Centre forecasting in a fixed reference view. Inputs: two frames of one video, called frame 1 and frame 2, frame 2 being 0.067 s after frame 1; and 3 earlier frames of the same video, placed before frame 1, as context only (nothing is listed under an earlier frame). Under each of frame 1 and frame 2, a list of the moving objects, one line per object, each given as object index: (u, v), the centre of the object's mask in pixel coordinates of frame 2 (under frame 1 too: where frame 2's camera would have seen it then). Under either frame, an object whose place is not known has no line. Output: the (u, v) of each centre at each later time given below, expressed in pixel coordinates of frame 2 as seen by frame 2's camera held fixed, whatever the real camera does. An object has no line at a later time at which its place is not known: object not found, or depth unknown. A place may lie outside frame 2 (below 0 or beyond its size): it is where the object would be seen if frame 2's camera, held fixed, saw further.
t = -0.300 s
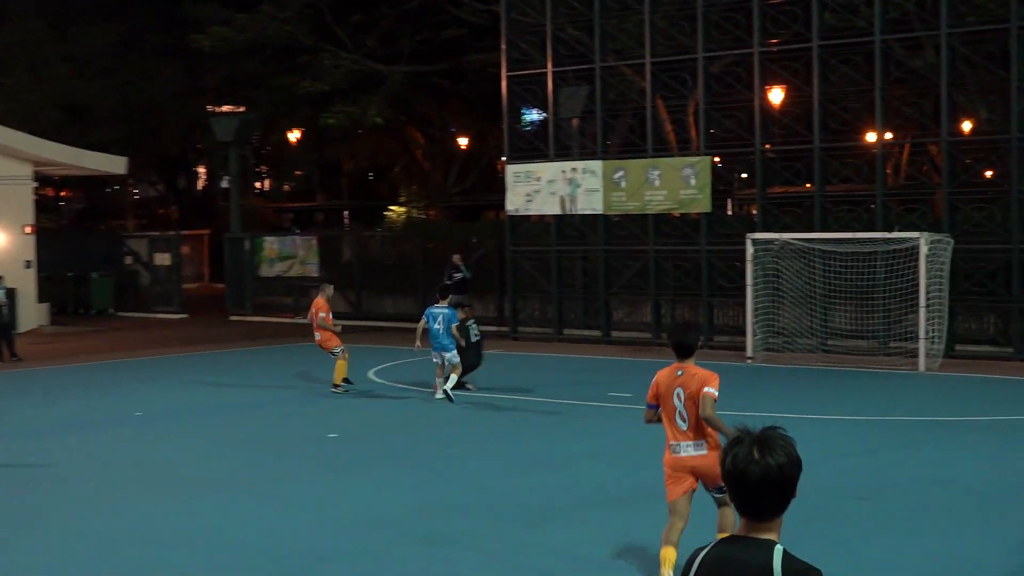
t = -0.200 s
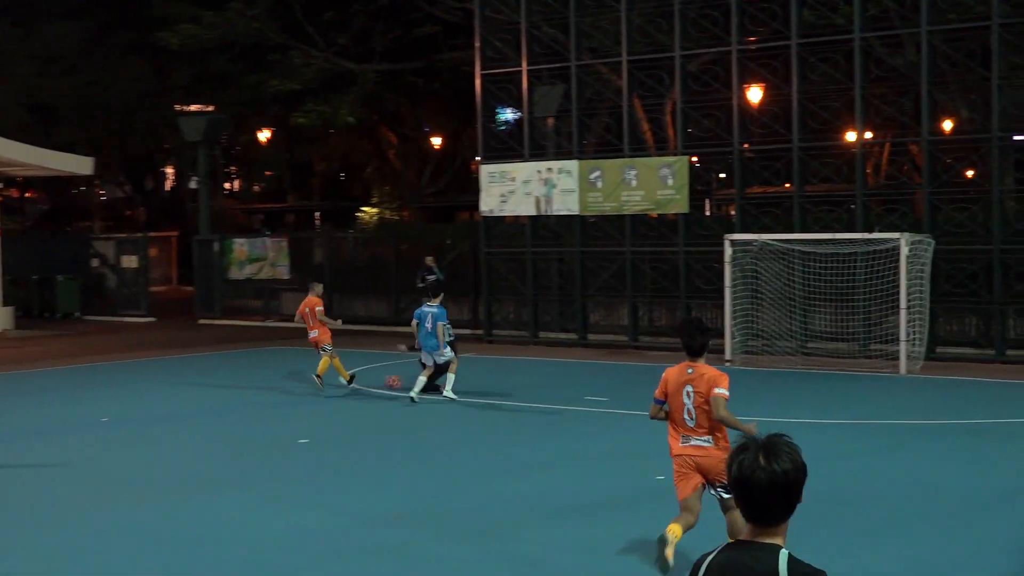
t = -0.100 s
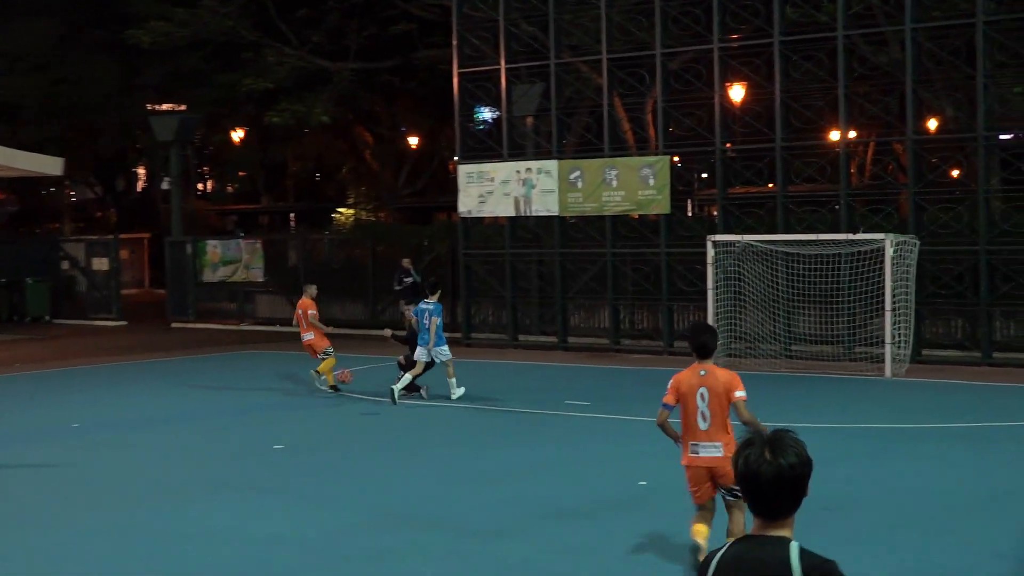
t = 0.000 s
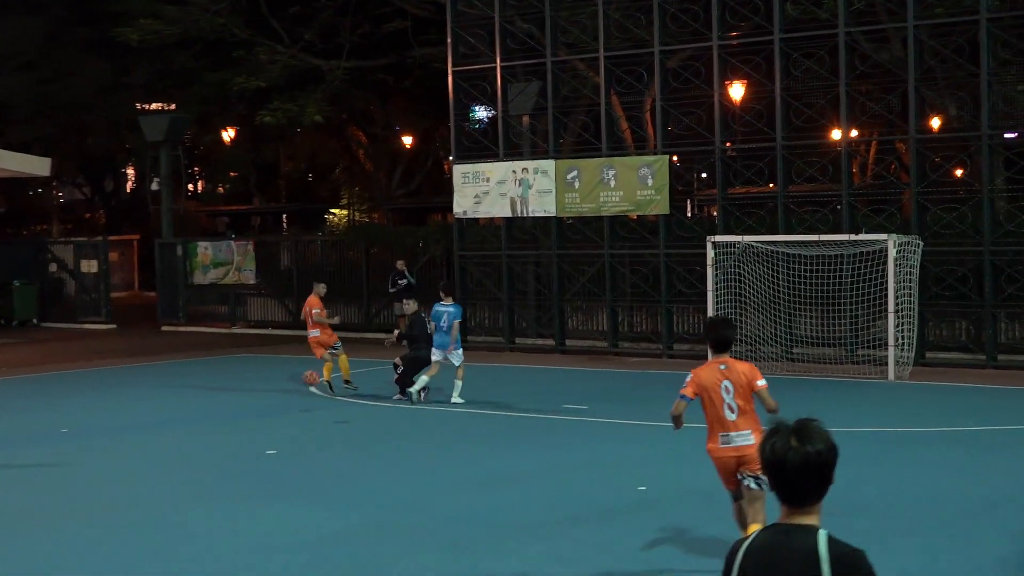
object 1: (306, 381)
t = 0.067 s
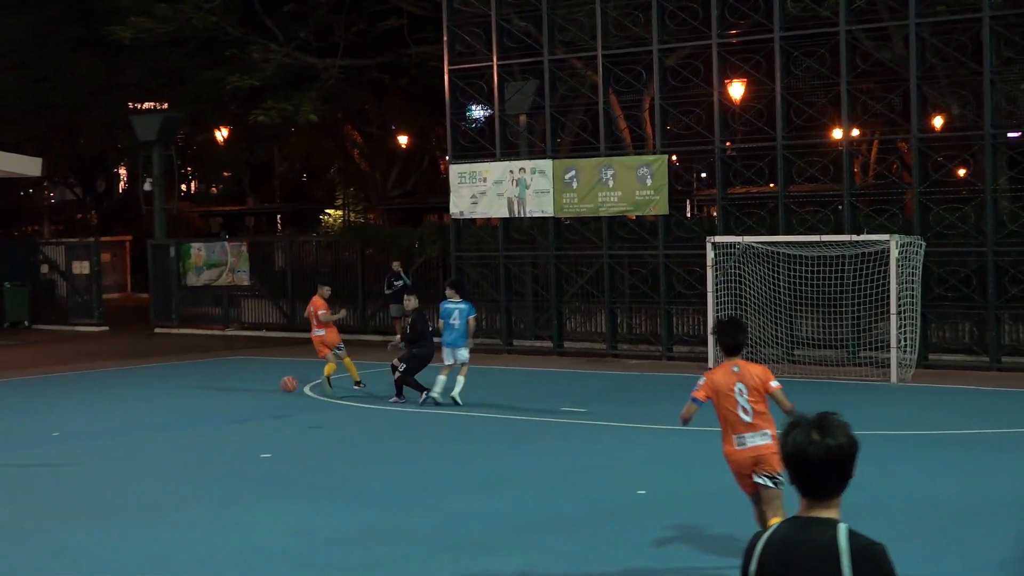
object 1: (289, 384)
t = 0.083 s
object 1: (284, 385)
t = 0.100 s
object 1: (280, 386)
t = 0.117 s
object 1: (275, 388)
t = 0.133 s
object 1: (271, 390)
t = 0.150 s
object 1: (267, 392)
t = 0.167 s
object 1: (262, 394)
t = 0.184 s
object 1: (258, 397)
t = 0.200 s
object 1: (253, 399)
